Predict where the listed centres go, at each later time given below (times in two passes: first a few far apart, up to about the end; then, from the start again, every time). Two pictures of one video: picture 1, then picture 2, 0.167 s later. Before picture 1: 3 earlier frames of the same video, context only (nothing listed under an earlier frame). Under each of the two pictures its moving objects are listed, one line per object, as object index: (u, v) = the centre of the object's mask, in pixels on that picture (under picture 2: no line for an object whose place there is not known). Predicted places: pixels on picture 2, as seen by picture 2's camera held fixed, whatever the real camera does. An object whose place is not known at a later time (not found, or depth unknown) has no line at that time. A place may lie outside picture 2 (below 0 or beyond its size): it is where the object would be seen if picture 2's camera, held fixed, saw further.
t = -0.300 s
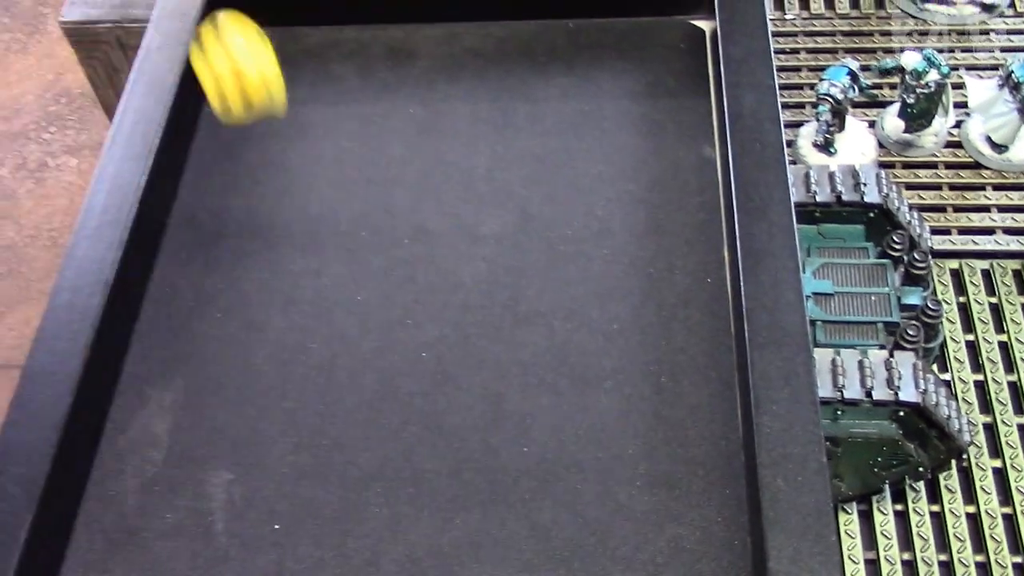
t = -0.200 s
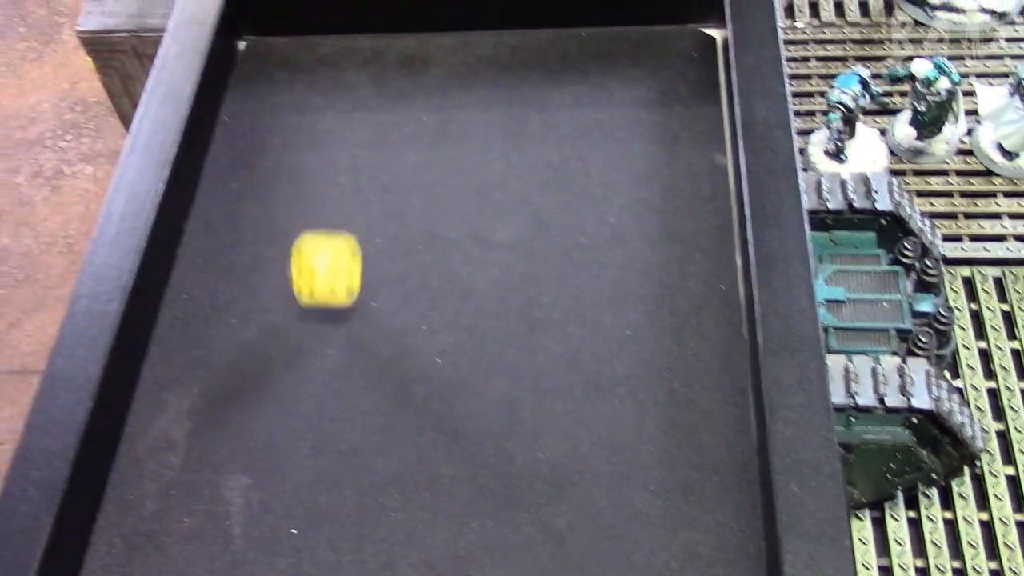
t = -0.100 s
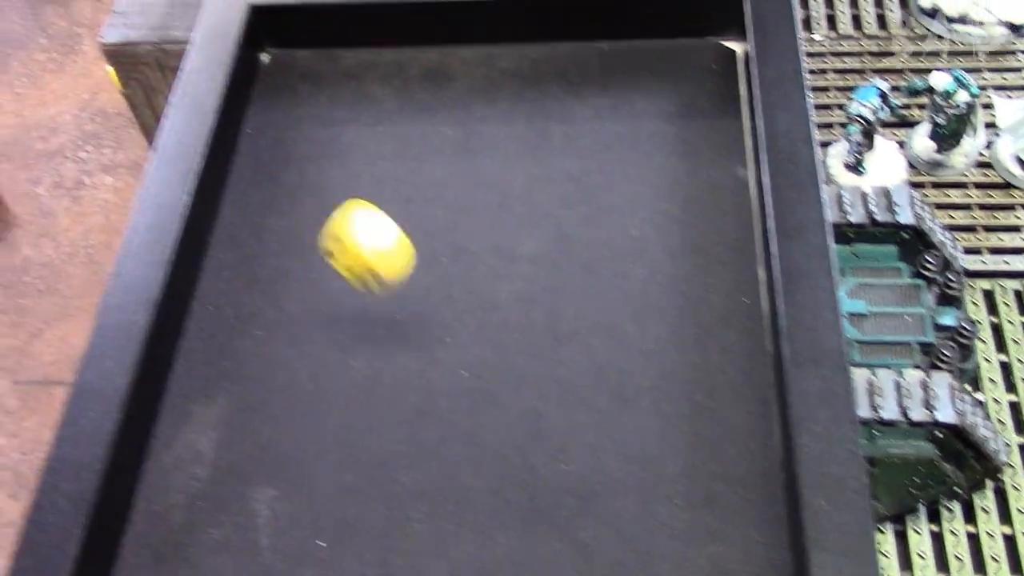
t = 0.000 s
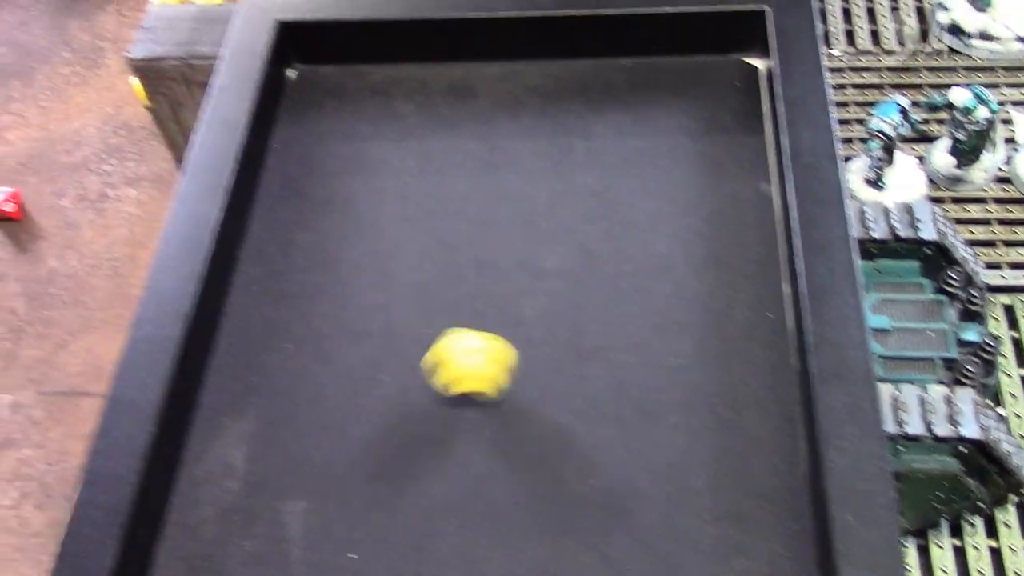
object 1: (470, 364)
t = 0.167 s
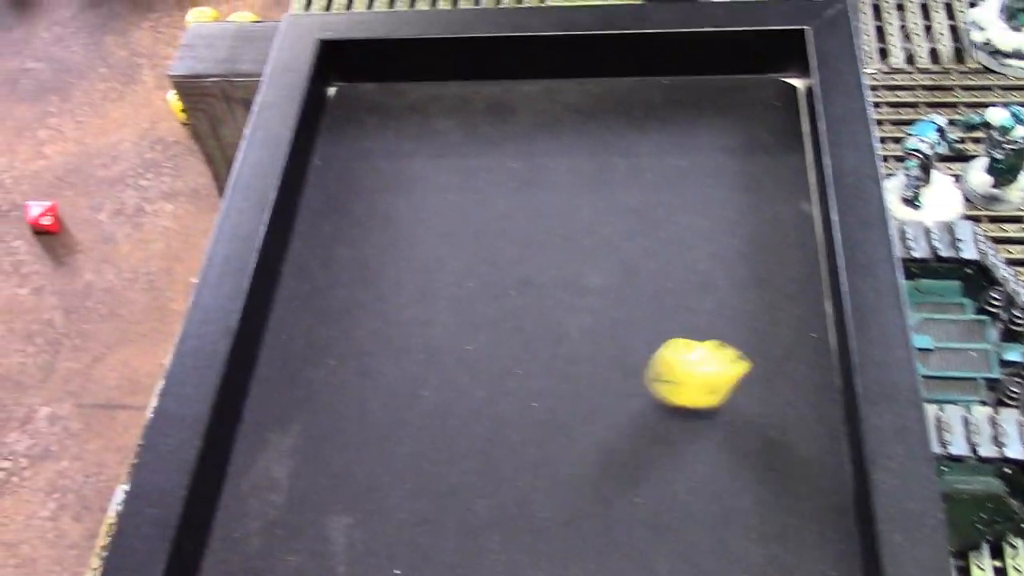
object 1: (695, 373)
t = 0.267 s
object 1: (783, 365)
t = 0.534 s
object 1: (784, 375)
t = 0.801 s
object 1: (785, 376)
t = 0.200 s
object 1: (729, 370)
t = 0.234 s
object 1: (758, 370)
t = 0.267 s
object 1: (783, 365)
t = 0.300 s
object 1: (800, 364)
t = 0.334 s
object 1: (802, 366)
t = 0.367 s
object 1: (793, 371)
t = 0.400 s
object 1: (786, 374)
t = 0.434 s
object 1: (785, 376)
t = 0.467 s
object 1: (785, 375)
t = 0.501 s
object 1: (785, 375)
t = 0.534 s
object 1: (784, 375)
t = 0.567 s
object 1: (785, 375)
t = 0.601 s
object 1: (785, 375)
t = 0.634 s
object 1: (785, 375)
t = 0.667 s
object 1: (785, 375)
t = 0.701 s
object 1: (785, 375)
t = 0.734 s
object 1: (785, 375)
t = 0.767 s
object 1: (785, 376)
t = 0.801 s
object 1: (785, 376)
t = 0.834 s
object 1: (785, 375)
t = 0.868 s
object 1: (785, 376)
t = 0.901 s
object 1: (785, 375)
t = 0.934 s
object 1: (785, 375)
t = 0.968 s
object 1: (785, 375)
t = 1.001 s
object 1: (785, 375)
